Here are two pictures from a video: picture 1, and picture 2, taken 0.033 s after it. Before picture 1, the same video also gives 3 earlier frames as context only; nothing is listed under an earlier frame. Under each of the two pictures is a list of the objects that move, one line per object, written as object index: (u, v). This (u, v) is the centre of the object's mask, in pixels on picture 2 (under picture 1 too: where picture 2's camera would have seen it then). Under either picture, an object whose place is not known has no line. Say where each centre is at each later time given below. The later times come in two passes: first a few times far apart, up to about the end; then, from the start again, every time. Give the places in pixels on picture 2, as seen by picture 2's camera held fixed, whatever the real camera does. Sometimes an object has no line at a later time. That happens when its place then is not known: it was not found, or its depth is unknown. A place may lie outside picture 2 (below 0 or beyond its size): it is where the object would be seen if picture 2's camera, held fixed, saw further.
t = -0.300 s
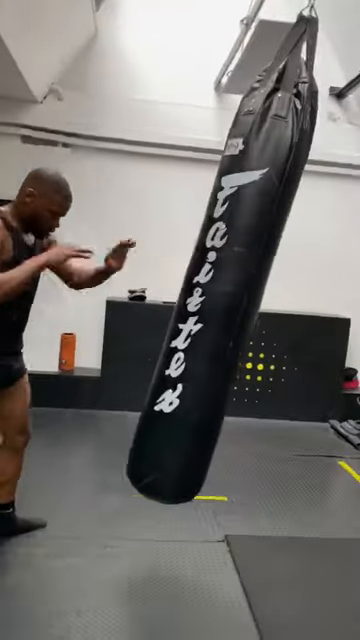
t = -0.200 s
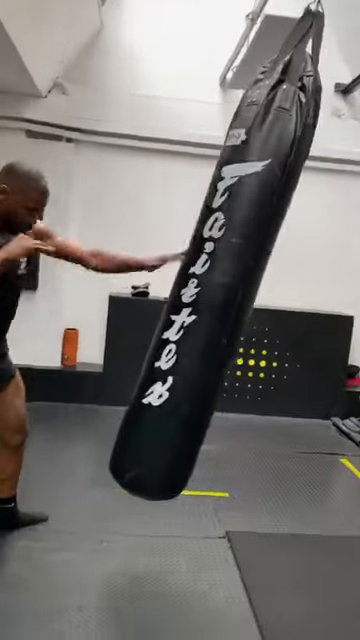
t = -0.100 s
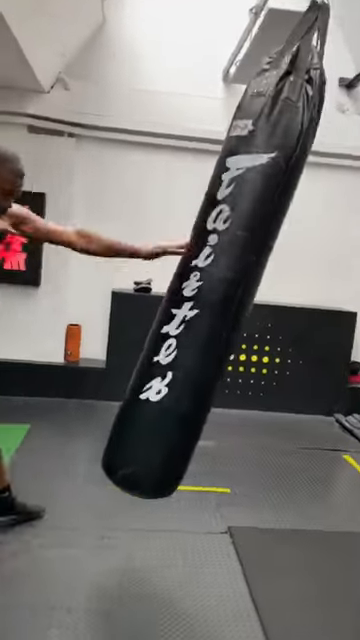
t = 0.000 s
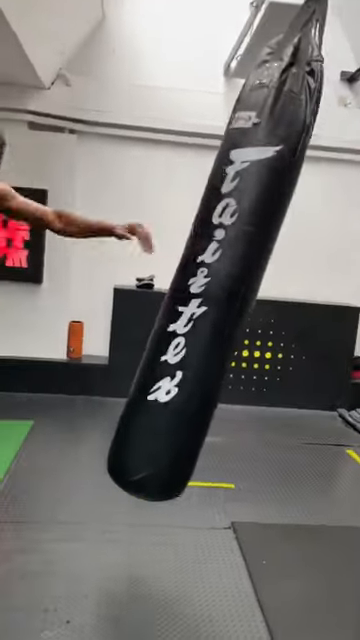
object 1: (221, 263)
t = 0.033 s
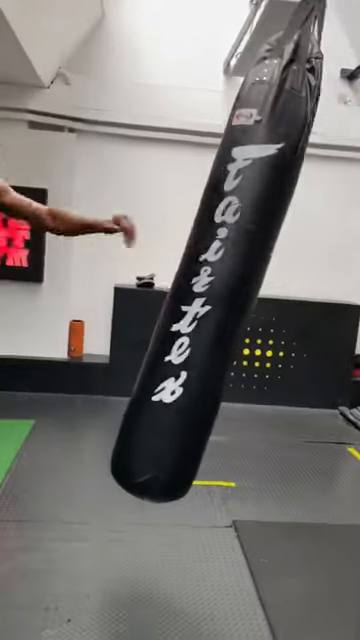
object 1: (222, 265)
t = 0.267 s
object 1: (247, 277)
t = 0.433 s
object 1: (273, 283)
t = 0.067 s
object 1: (224, 267)
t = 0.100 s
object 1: (227, 268)
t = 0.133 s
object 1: (230, 270)
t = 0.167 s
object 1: (234, 272)
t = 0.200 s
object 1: (238, 274)
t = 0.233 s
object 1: (242, 276)
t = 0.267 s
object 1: (247, 277)
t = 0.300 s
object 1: (252, 279)
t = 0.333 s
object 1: (257, 280)
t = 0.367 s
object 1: (260, 281)
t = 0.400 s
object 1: (266, 282)
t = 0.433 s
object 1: (273, 283)
